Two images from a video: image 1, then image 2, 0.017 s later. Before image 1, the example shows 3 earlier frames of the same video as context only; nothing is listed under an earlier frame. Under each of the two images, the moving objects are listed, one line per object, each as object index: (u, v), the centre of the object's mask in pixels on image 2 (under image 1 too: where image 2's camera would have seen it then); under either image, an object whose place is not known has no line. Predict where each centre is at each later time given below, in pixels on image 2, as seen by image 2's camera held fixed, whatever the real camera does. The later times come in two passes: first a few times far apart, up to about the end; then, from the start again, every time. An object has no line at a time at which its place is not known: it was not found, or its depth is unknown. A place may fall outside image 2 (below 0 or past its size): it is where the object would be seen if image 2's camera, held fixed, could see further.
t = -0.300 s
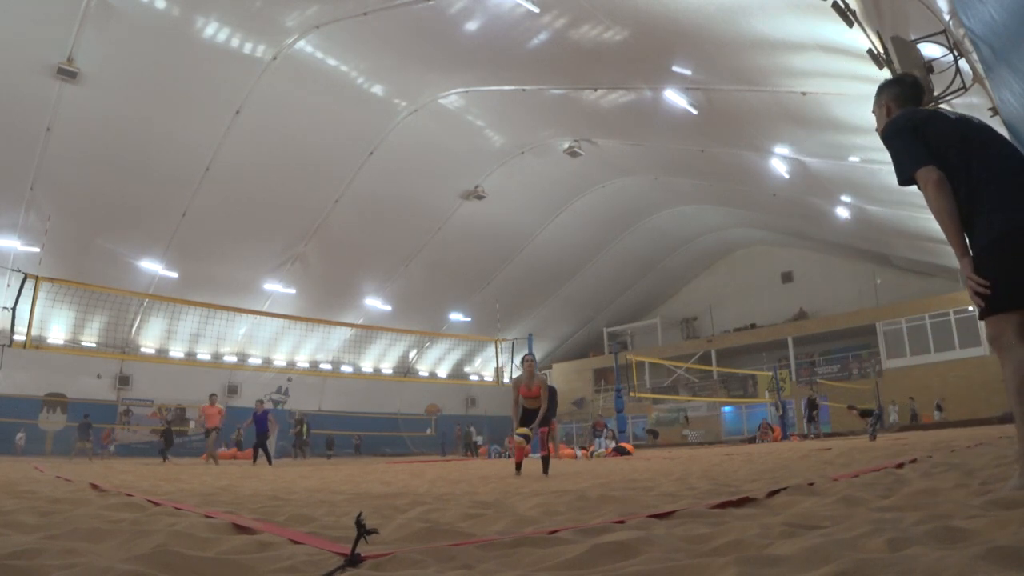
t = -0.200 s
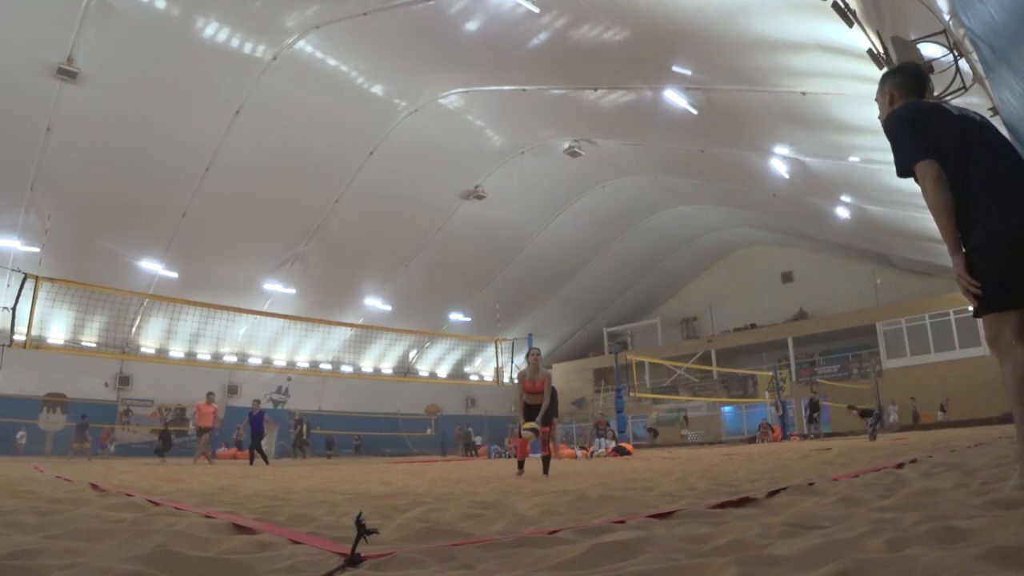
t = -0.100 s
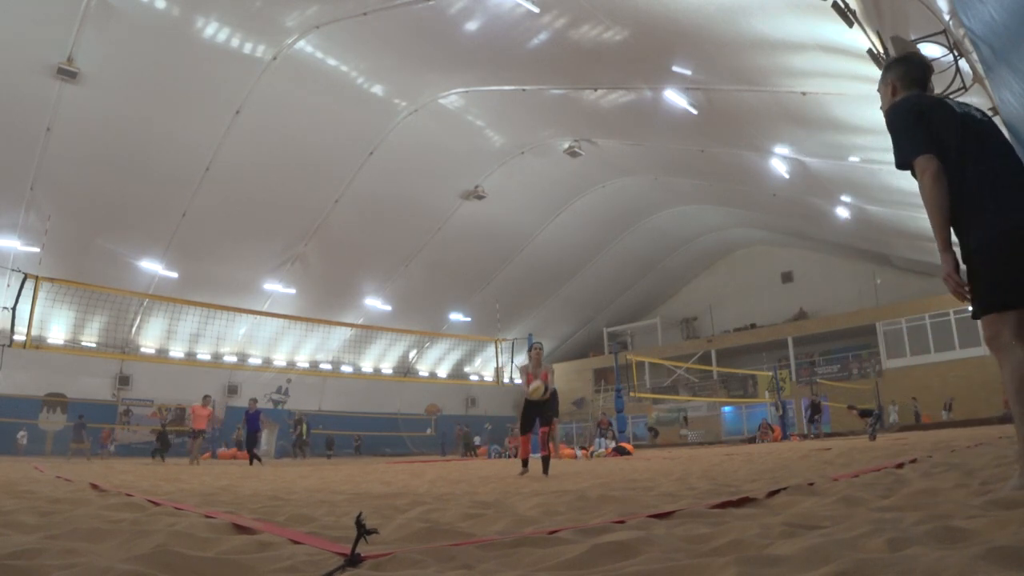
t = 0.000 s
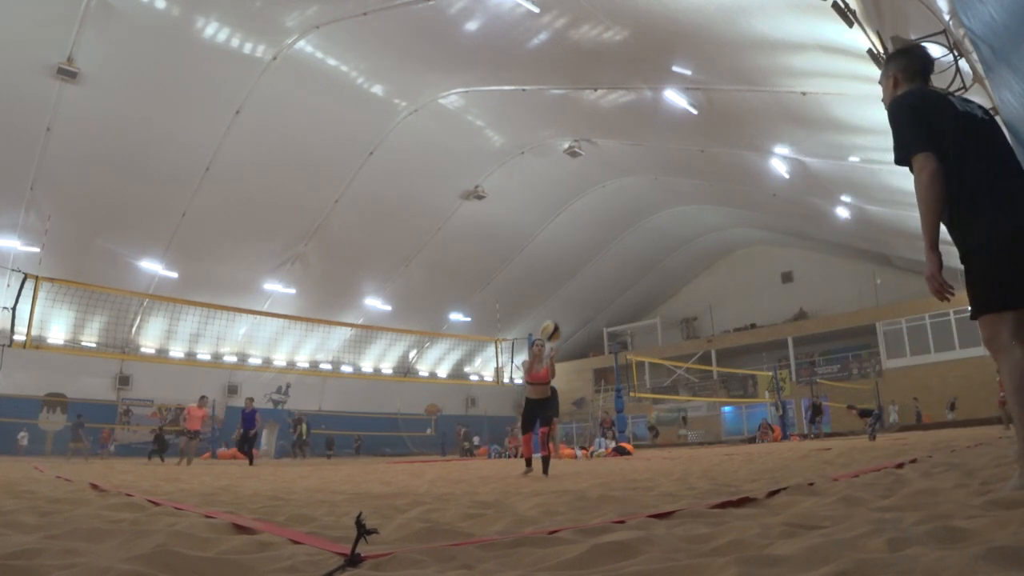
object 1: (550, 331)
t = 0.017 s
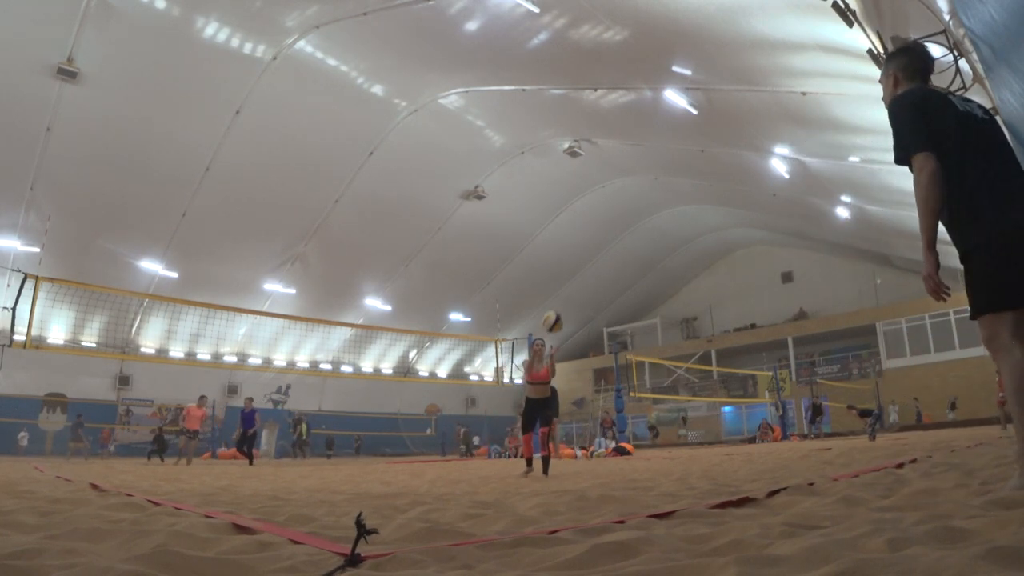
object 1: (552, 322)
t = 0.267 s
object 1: (588, 209)
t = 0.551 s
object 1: (640, 139)
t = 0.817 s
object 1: (718, 148)
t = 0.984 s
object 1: (794, 217)
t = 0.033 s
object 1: (554, 313)
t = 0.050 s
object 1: (556, 304)
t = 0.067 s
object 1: (559, 296)
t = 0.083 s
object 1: (561, 287)
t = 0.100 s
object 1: (564, 280)
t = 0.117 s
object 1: (566, 271)
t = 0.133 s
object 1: (568, 264)
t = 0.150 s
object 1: (571, 256)
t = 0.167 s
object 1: (573, 249)
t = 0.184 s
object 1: (575, 242)
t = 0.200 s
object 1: (578, 235)
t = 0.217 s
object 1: (580, 228)
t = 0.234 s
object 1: (582, 222)
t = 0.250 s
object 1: (585, 215)
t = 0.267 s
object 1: (588, 209)
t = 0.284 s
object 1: (590, 203)
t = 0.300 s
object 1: (592, 198)
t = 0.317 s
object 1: (595, 192)
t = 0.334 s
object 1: (598, 187)
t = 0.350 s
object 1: (601, 182)
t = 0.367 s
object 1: (603, 177)
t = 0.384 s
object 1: (607, 173)
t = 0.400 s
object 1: (609, 168)
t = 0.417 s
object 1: (612, 164)
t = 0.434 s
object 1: (615, 160)
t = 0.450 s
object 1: (619, 156)
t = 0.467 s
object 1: (622, 153)
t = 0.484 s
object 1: (625, 149)
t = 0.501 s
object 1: (629, 147)
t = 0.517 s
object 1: (632, 144)
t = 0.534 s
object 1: (636, 141)
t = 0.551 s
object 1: (640, 139)
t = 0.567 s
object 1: (643, 137)
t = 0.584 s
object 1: (647, 135)
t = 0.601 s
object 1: (651, 134)
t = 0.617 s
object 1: (656, 133)
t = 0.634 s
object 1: (660, 132)
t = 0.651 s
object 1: (664, 132)
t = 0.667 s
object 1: (669, 132)
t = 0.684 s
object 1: (674, 132)
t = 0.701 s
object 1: (679, 132)
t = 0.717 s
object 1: (684, 133)
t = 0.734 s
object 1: (689, 135)
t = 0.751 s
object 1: (694, 136)
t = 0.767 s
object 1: (700, 138)
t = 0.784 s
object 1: (706, 141)
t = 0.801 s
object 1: (712, 144)
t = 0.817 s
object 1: (718, 148)
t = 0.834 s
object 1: (724, 151)
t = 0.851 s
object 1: (731, 156)
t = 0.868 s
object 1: (737, 162)
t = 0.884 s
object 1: (745, 168)
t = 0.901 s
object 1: (752, 174)
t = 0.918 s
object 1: (760, 181)
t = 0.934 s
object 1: (769, 189)
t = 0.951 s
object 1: (777, 198)
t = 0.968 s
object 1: (785, 207)
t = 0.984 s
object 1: (794, 217)
